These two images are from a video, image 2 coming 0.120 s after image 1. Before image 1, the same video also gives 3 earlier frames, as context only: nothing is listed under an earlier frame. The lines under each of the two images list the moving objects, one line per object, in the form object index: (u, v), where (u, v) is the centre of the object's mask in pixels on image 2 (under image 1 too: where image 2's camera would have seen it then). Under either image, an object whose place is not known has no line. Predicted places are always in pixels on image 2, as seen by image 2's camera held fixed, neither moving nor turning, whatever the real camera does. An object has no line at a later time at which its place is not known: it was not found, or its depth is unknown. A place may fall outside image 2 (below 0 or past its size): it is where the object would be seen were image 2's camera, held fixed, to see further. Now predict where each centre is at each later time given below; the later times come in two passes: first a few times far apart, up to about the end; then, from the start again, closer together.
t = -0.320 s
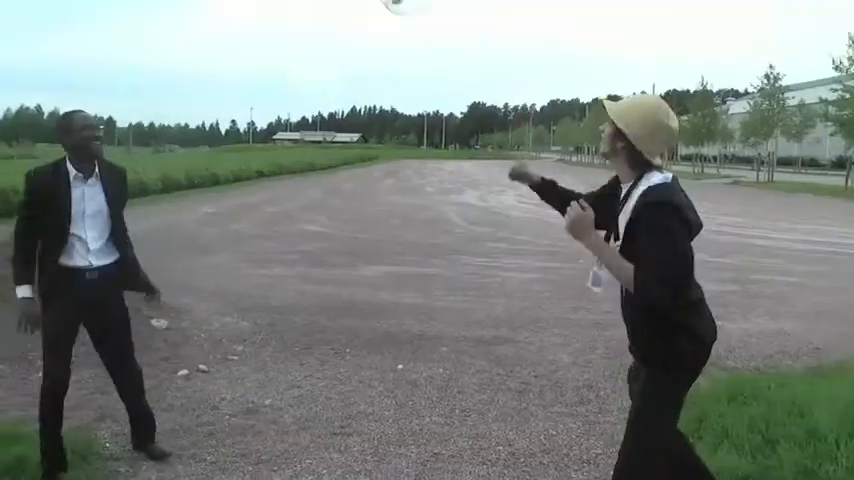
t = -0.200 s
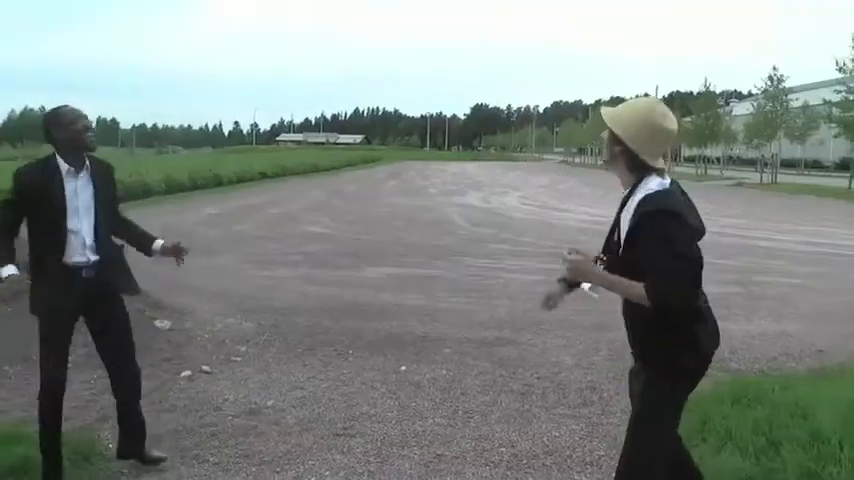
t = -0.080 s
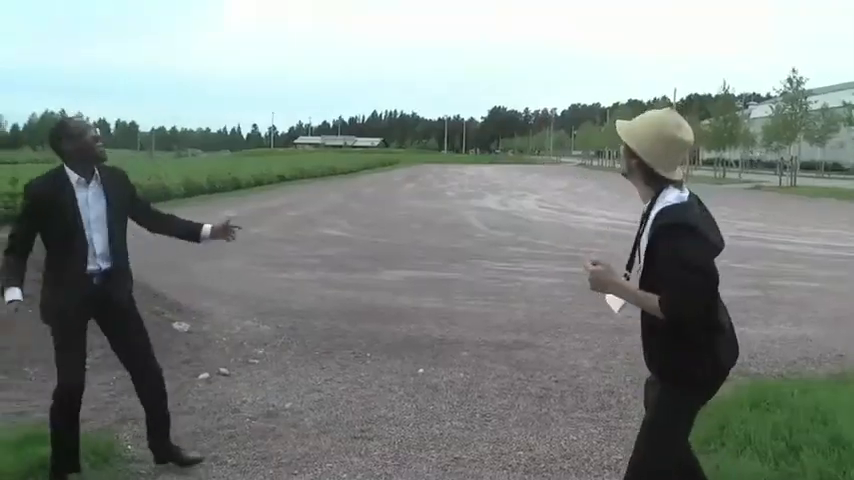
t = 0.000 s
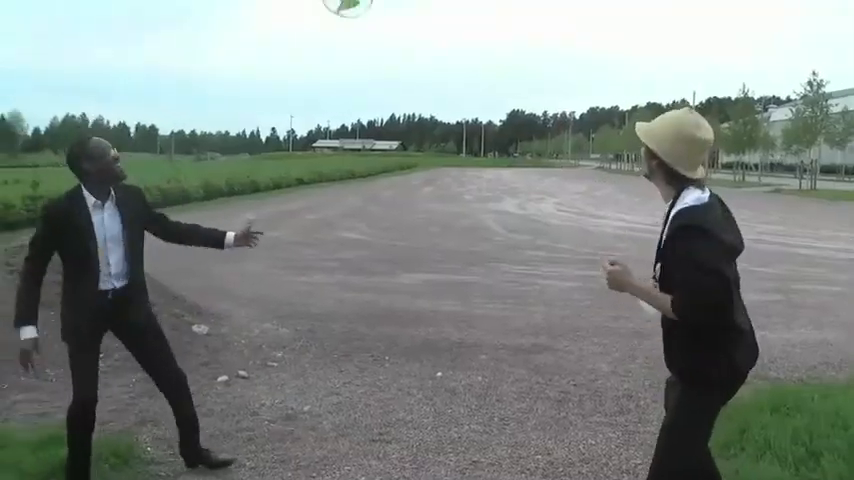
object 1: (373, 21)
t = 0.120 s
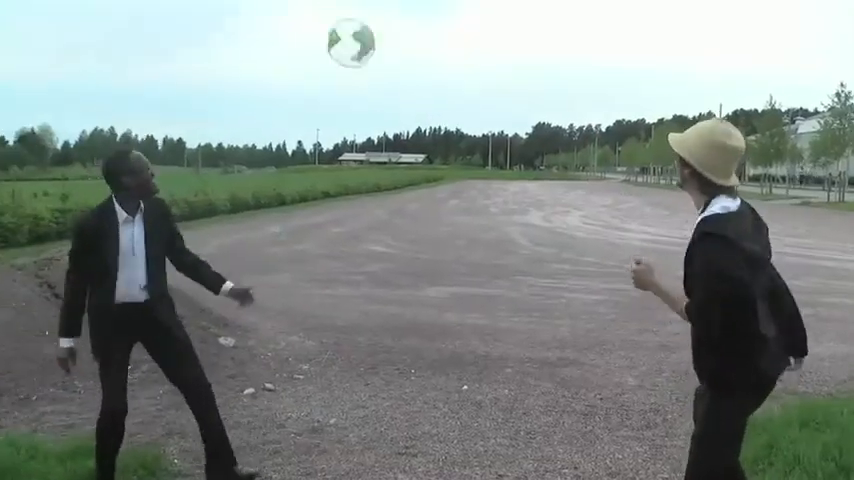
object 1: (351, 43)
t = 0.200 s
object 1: (338, 75)
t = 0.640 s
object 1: (281, 315)
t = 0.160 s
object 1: (345, 59)
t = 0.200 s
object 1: (338, 75)
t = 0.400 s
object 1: (309, 175)
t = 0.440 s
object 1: (305, 195)
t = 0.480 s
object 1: (297, 219)
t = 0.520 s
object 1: (292, 242)
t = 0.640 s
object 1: (281, 315)
